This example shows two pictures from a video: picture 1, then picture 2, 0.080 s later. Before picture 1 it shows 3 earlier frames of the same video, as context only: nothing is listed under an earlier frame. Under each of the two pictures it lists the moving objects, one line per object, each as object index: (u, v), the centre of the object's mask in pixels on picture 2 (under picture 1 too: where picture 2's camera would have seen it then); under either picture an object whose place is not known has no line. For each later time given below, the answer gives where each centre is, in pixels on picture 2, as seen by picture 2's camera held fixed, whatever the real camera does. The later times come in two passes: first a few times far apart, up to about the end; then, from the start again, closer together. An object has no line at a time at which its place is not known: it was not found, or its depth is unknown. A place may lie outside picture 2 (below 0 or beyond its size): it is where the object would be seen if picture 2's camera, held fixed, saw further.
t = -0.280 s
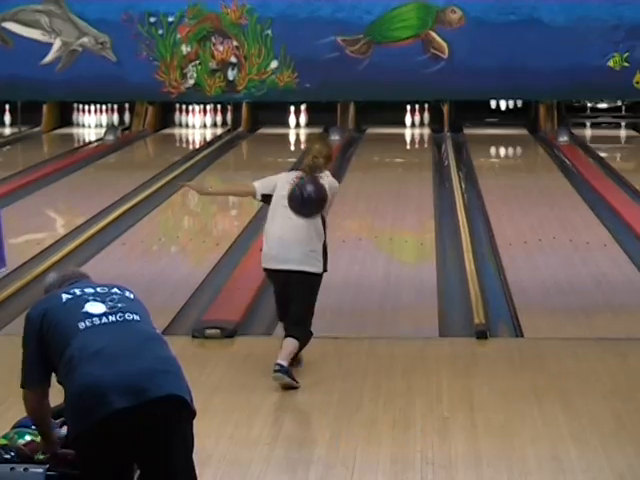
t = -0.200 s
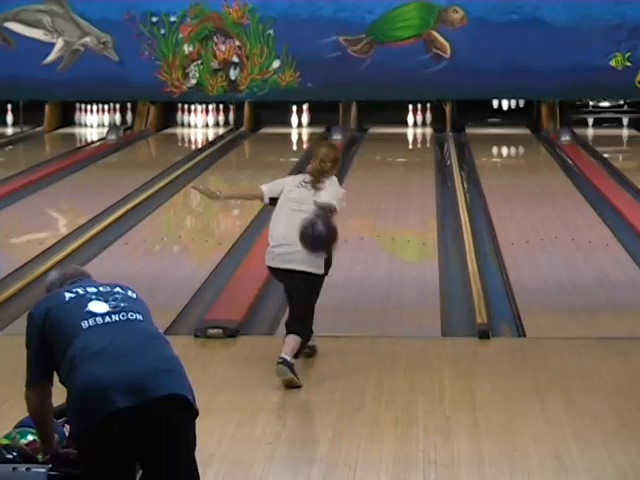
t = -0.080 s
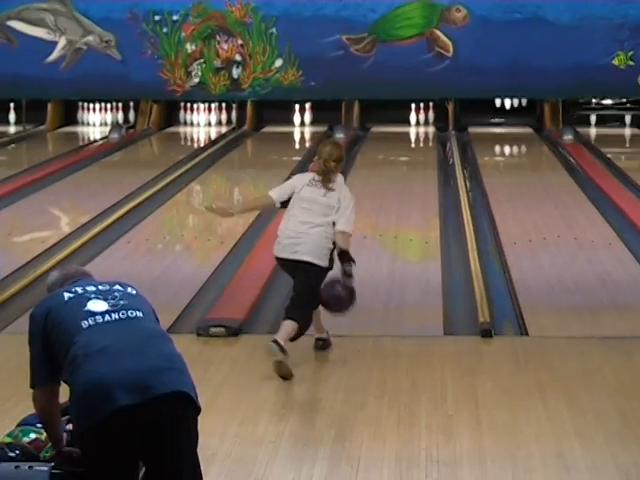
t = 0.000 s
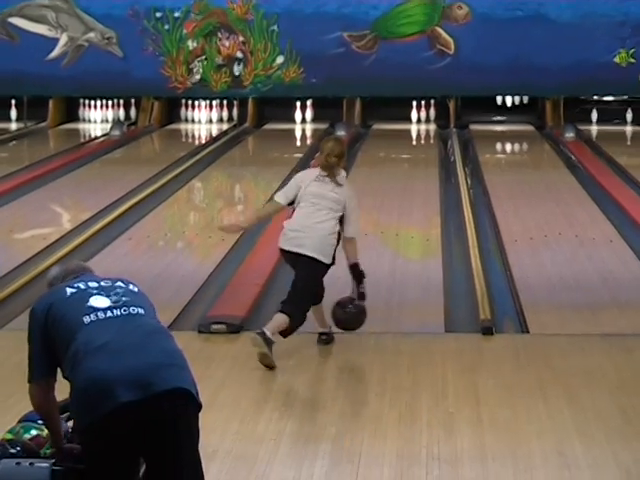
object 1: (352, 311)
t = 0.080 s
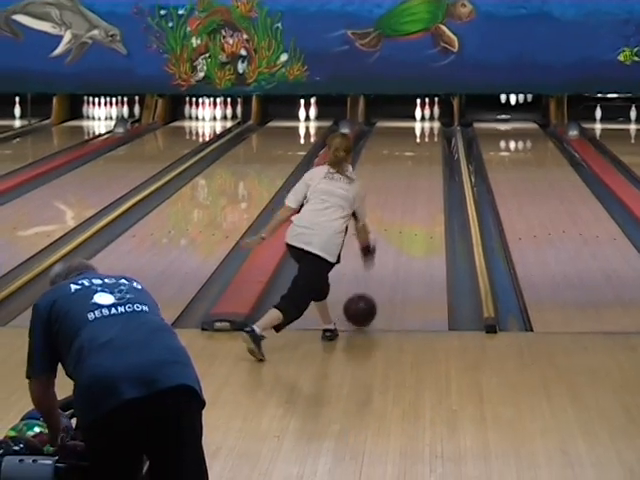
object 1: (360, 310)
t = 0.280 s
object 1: (373, 277)
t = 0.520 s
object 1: (385, 243)
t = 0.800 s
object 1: (395, 212)
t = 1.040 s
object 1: (401, 192)
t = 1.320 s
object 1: (407, 173)
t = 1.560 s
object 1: (411, 159)
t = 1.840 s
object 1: (414, 146)
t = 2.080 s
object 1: (415, 136)
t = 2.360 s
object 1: (416, 128)
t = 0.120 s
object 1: (363, 300)
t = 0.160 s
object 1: (365, 293)
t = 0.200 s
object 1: (368, 289)
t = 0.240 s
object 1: (370, 283)
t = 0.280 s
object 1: (373, 277)
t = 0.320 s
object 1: (375, 270)
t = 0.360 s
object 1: (377, 265)
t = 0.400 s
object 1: (379, 259)
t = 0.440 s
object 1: (381, 253)
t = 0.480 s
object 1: (383, 248)
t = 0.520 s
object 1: (385, 243)
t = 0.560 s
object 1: (386, 238)
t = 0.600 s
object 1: (388, 233)
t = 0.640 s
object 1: (389, 229)
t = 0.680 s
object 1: (391, 224)
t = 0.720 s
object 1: (392, 222)
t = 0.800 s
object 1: (395, 212)
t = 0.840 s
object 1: (396, 209)
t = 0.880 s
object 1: (397, 205)
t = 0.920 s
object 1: (398, 202)
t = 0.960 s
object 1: (399, 199)
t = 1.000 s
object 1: (400, 196)
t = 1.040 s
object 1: (401, 192)
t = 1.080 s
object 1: (402, 189)
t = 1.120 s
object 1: (403, 186)
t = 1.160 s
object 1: (404, 184)
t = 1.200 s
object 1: (405, 181)
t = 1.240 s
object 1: (406, 178)
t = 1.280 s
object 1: (406, 176)
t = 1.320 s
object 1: (407, 173)
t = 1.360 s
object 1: (408, 170)
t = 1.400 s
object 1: (408, 168)
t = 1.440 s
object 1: (409, 165)
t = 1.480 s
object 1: (409, 163)
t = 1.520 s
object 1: (410, 161)
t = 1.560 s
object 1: (411, 159)
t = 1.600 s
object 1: (411, 157)
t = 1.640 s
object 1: (412, 155)
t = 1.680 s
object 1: (412, 153)
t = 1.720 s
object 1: (413, 151)
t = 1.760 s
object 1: (413, 149)
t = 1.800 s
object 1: (413, 147)
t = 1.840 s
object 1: (414, 146)
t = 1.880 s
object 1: (414, 144)
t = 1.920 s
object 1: (414, 142)
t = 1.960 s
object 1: (415, 141)
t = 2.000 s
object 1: (415, 139)
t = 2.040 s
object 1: (415, 137)
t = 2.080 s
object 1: (415, 136)
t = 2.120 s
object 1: (415, 135)
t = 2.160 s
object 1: (415, 133)
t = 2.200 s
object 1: (415, 132)
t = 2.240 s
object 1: (415, 131)
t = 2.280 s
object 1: (416, 130)
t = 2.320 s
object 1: (415, 129)
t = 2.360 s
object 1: (416, 128)
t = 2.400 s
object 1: (415, 126)
